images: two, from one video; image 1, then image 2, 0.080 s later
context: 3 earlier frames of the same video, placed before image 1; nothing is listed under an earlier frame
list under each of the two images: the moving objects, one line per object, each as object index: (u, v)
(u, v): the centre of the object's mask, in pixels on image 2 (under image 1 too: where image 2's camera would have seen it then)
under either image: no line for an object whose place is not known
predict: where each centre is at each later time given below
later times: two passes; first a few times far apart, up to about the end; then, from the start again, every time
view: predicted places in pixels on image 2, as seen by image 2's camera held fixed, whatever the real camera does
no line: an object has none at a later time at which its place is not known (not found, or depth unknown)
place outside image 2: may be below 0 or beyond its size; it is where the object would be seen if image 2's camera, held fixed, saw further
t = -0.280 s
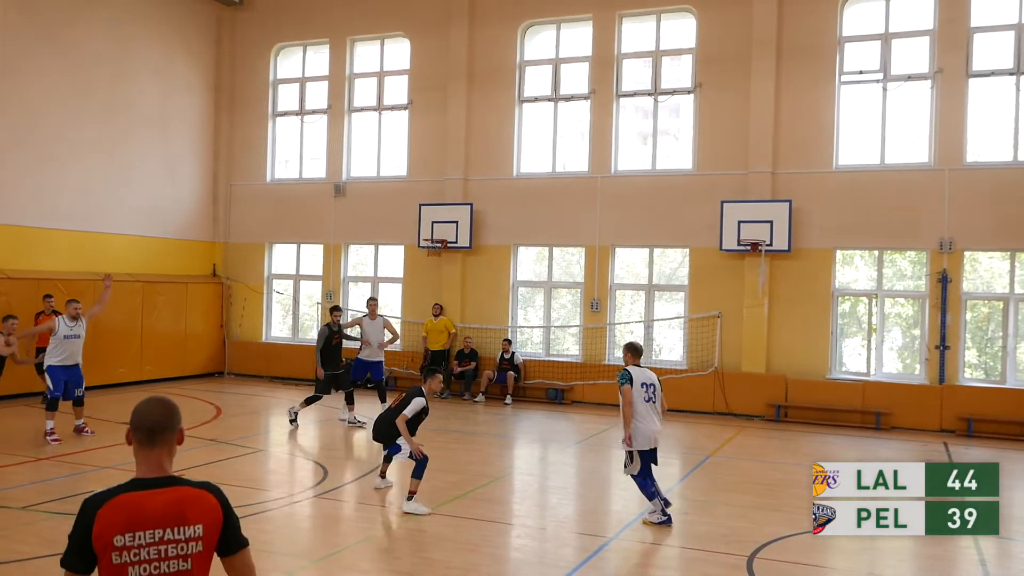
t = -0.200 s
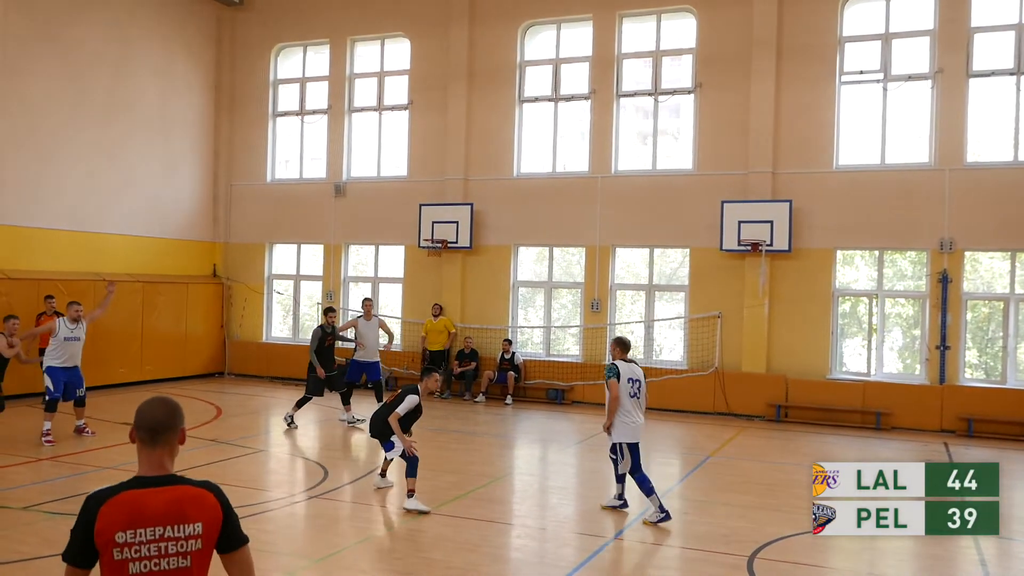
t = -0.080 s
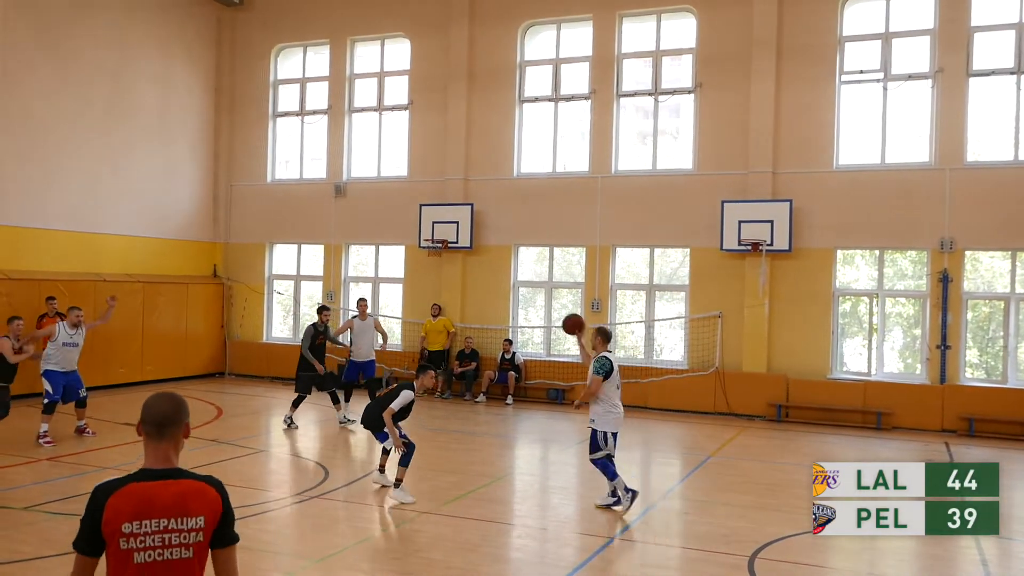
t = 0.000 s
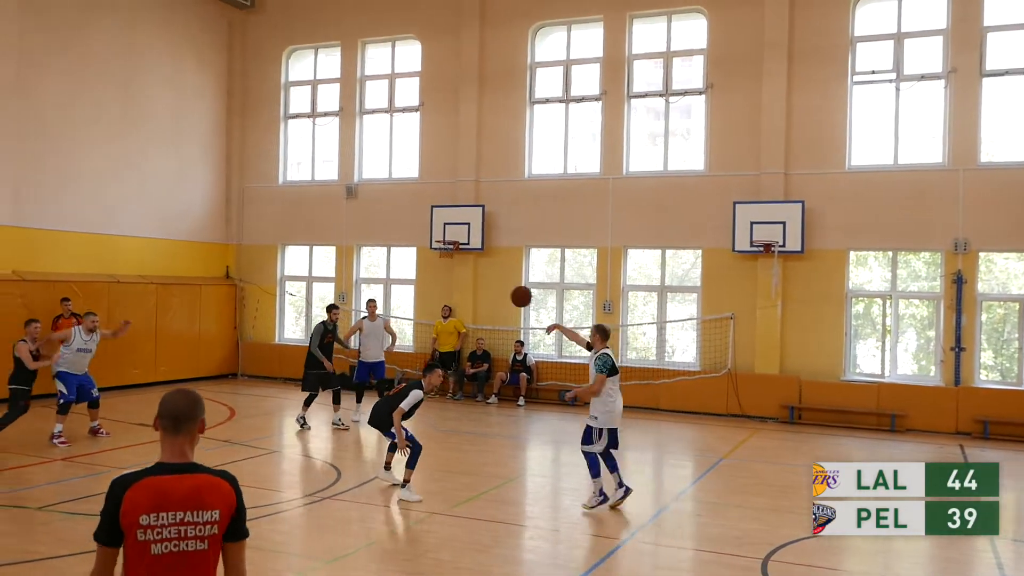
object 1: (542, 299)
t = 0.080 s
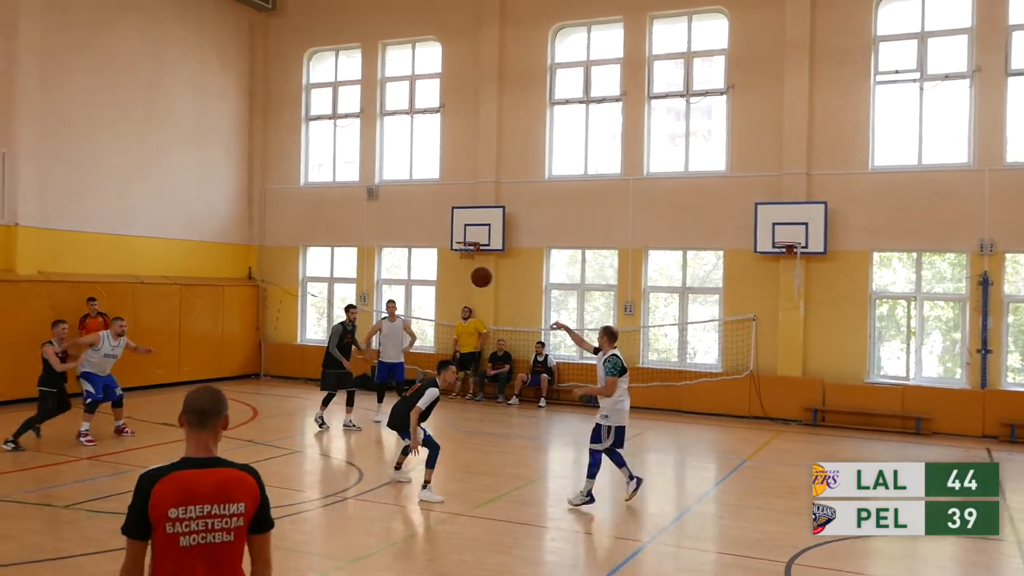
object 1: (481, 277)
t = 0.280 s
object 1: (349, 250)
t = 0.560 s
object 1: (203, 272)
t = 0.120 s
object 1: (453, 269)
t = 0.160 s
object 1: (426, 261)
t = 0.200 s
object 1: (399, 256)
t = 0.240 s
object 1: (373, 252)
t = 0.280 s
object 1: (349, 250)
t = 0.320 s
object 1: (326, 251)
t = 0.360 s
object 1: (304, 252)
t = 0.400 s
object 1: (282, 254)
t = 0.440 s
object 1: (261, 258)
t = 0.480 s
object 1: (240, 262)
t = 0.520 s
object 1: (220, 267)
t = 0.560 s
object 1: (203, 272)
